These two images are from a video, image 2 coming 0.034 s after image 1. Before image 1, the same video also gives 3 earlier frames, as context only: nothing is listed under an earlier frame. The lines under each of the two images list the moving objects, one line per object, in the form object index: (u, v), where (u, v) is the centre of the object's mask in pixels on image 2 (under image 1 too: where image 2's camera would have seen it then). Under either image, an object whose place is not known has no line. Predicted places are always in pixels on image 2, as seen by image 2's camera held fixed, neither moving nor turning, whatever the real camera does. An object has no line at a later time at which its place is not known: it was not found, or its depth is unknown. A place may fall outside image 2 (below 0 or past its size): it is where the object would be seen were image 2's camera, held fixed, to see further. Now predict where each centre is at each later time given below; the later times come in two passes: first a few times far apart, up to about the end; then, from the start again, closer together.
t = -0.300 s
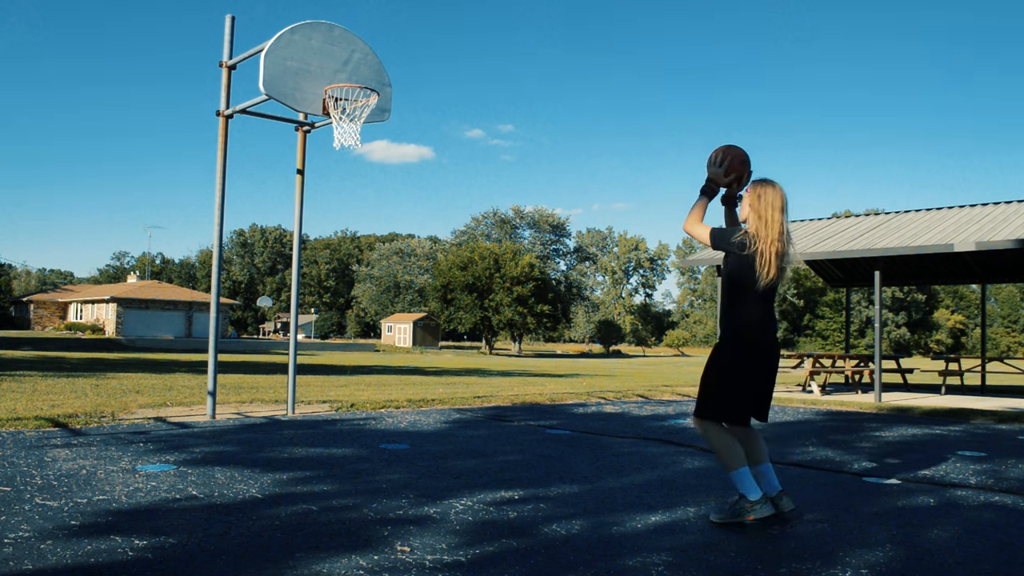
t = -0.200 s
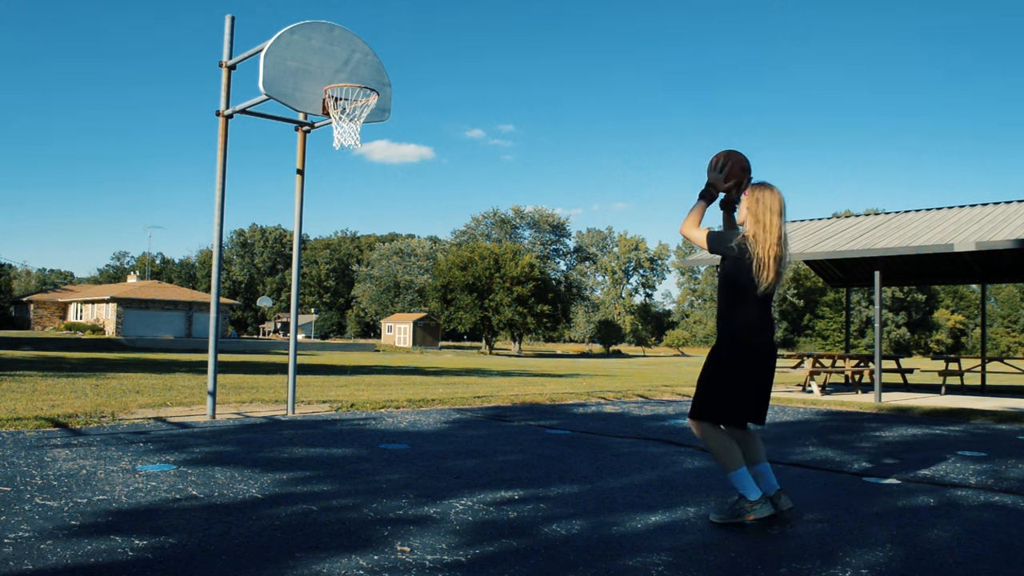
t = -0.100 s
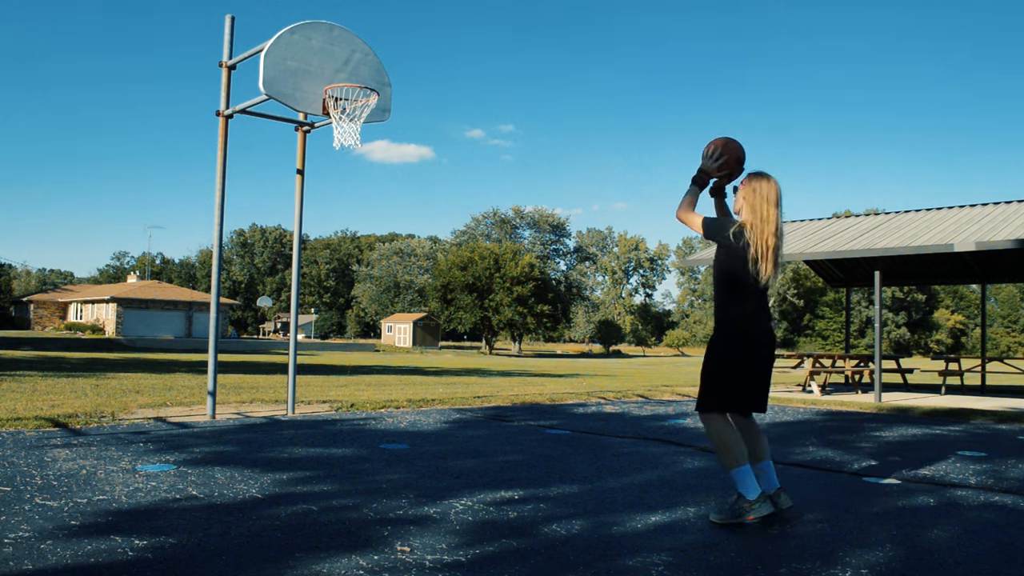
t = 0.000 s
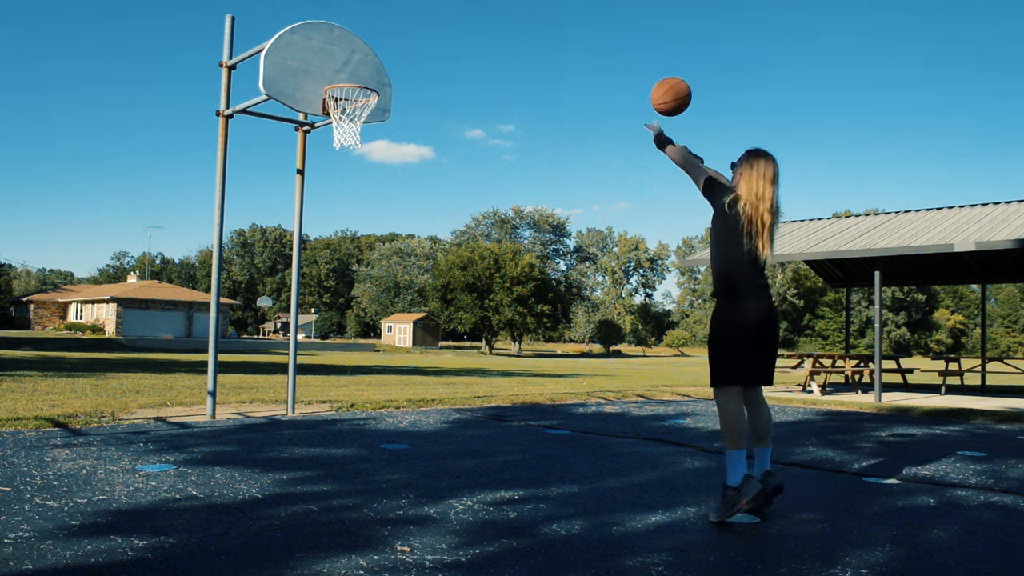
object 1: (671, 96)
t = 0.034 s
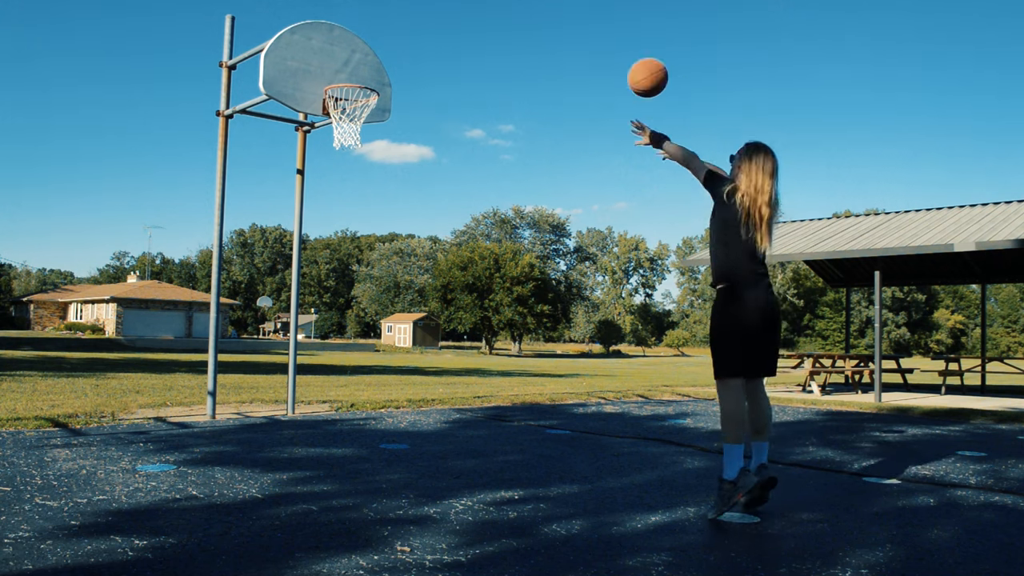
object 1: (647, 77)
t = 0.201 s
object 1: (549, 18)
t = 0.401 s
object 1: (456, 9)
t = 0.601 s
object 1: (382, 38)
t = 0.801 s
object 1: (354, 92)
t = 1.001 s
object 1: (356, 121)
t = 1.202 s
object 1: (341, 156)
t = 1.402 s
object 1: (326, 231)
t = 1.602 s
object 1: (310, 349)
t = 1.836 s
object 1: (305, 336)
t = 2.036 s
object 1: (308, 261)
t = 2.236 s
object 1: (308, 228)
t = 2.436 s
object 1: (307, 235)
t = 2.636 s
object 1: (303, 280)
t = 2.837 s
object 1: (299, 362)
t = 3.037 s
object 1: (285, 376)
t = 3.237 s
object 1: (263, 358)
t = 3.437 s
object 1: (238, 383)
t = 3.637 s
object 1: (215, 399)
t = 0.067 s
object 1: (626, 61)
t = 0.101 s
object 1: (605, 48)
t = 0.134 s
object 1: (585, 36)
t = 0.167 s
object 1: (567, 26)
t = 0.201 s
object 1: (549, 18)
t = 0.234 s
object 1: (532, 13)
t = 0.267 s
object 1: (516, 11)
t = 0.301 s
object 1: (500, 9)
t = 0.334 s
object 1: (485, 8)
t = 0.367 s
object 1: (470, 9)
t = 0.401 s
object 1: (456, 9)
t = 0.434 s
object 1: (442, 11)
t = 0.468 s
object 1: (429, 13)
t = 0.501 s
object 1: (417, 17)
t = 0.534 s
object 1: (405, 23)
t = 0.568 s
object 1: (393, 30)
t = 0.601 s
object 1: (382, 38)
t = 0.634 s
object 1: (371, 47)
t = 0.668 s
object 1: (360, 57)
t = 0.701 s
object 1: (350, 68)
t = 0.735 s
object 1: (338, 77)
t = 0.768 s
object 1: (346, 79)
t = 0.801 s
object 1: (354, 92)
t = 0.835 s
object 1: (362, 100)
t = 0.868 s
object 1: (364, 104)
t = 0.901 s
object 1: (363, 109)
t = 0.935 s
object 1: (361, 112)
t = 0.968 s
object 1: (359, 116)
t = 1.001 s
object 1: (356, 121)
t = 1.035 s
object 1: (354, 125)
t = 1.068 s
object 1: (351, 130)
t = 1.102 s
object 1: (348, 137)
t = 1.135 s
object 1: (345, 145)
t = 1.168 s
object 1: (343, 149)
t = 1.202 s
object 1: (341, 156)
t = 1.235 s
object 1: (338, 166)
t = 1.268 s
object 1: (336, 176)
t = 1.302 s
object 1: (333, 188)
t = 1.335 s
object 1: (331, 201)
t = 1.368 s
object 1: (329, 216)
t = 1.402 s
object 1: (326, 231)
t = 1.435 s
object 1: (324, 248)
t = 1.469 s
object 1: (321, 266)
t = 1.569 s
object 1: (312, 327)
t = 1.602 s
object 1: (310, 349)
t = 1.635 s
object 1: (307, 373)
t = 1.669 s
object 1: (306, 398)
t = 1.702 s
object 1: (304, 412)
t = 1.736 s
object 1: (304, 391)
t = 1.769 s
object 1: (304, 372)
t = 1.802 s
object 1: (305, 353)
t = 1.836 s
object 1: (305, 336)
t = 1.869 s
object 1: (306, 320)
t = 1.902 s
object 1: (306, 306)
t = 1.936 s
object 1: (307, 293)
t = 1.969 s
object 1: (308, 281)
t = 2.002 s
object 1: (308, 270)
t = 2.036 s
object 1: (308, 261)
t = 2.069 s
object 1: (308, 252)
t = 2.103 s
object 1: (308, 245)
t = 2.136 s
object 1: (308, 239)
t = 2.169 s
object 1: (308, 234)
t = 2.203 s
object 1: (308, 230)
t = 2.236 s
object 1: (308, 228)
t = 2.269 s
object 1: (308, 226)
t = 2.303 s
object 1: (308, 226)
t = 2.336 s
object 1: (308, 227)
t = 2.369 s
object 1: (307, 228)
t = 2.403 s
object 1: (307, 231)
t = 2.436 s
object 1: (307, 235)
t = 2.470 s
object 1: (306, 239)
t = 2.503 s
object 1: (306, 246)
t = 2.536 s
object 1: (306, 252)
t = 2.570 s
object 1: (304, 261)
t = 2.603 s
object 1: (304, 270)
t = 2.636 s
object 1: (303, 280)
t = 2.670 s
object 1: (303, 292)
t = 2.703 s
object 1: (302, 303)
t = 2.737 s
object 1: (302, 316)
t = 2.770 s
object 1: (301, 331)
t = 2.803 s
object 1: (300, 346)
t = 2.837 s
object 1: (299, 362)
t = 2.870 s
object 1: (299, 380)
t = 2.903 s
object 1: (298, 398)
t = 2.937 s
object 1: (295, 400)
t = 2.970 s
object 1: (291, 388)
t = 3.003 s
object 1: (288, 381)
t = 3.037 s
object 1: (285, 376)
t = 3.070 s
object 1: (281, 370)
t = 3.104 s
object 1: (278, 366)
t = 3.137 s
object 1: (275, 363)
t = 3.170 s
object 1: (271, 360)
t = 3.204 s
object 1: (267, 358)
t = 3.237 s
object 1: (263, 358)
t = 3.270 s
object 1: (260, 359)
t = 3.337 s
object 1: (251, 365)
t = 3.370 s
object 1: (247, 370)
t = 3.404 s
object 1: (242, 376)
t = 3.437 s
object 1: (238, 383)
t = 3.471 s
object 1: (232, 392)
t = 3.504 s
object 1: (227, 402)
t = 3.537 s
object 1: (222, 414)
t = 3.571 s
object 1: (218, 416)
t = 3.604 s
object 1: (216, 407)
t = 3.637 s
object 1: (215, 399)
